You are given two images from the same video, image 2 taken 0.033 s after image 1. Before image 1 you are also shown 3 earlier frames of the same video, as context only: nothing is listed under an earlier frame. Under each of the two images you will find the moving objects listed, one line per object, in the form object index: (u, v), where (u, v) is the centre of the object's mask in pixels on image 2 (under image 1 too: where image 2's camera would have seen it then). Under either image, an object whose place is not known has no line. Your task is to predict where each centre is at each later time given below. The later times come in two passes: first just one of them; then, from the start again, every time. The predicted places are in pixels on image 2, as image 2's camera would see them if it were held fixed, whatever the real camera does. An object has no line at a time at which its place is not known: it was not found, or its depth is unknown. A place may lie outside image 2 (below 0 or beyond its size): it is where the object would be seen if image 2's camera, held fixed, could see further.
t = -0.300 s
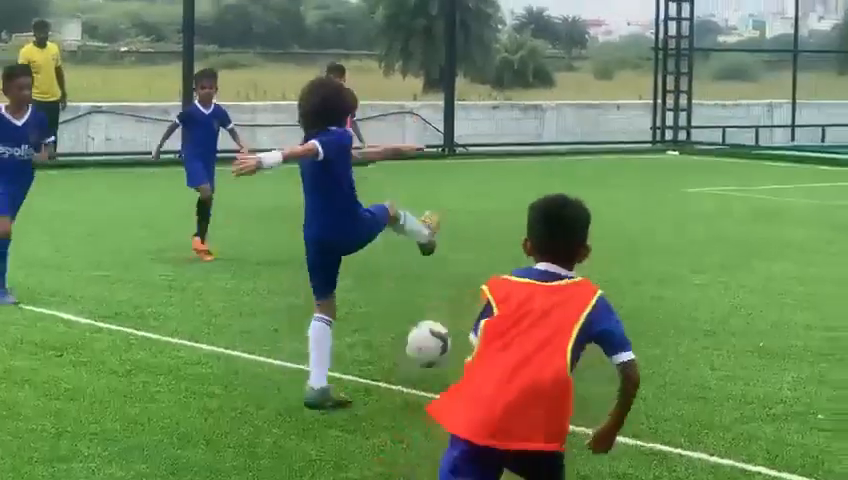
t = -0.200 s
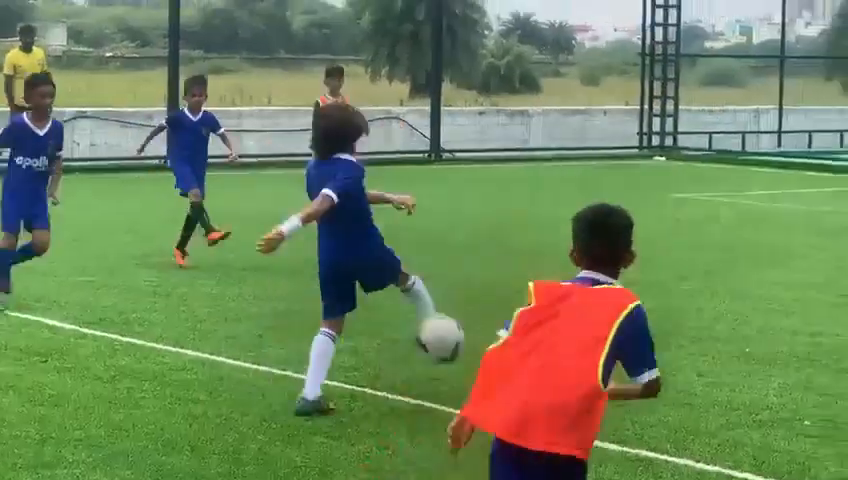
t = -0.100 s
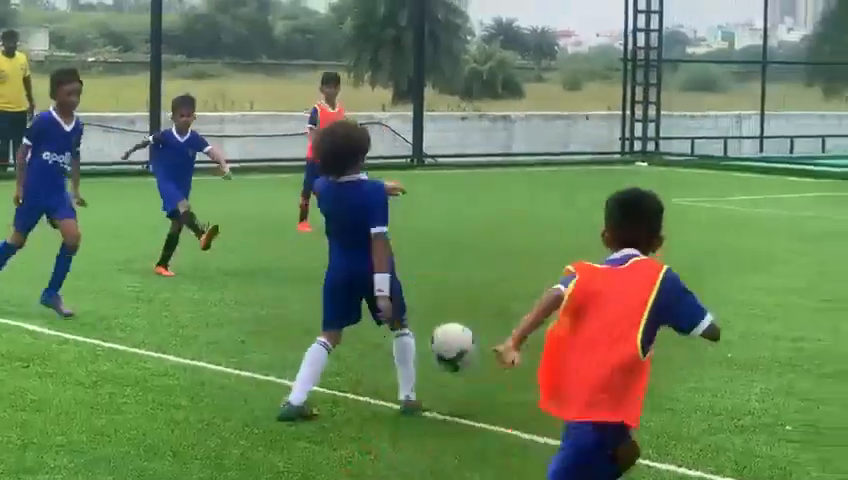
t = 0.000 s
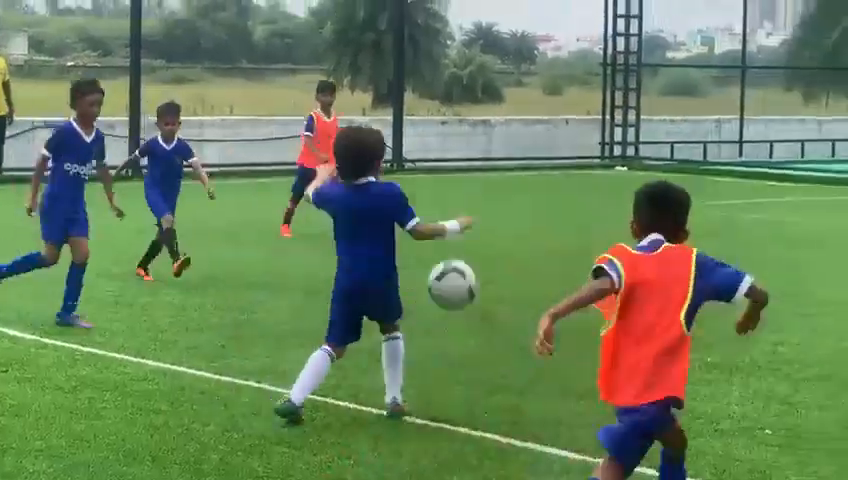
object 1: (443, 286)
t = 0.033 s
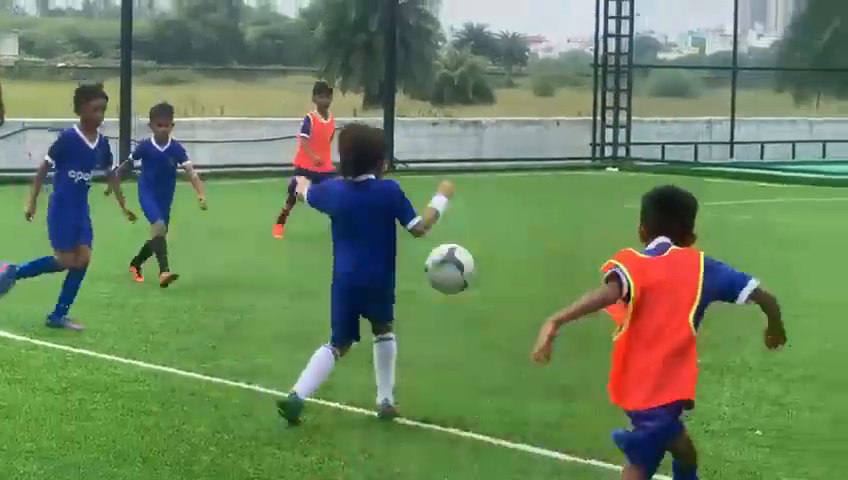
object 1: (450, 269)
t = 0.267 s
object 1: (494, 219)
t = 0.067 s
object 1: (456, 254)
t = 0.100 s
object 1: (463, 242)
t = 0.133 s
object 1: (469, 232)
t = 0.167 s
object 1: (477, 225)
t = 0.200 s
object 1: (482, 221)
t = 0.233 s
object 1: (487, 218)
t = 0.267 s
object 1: (494, 219)
